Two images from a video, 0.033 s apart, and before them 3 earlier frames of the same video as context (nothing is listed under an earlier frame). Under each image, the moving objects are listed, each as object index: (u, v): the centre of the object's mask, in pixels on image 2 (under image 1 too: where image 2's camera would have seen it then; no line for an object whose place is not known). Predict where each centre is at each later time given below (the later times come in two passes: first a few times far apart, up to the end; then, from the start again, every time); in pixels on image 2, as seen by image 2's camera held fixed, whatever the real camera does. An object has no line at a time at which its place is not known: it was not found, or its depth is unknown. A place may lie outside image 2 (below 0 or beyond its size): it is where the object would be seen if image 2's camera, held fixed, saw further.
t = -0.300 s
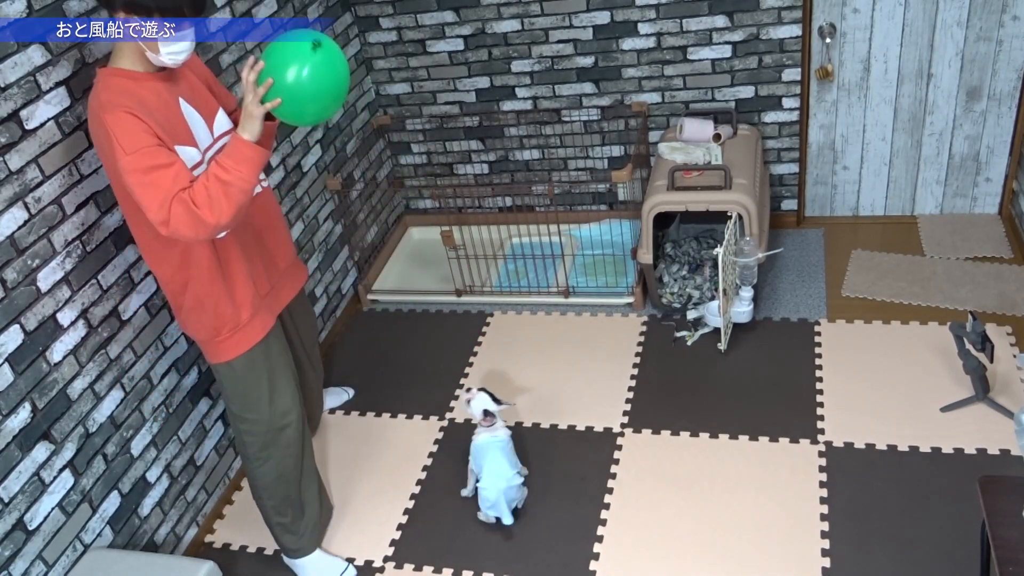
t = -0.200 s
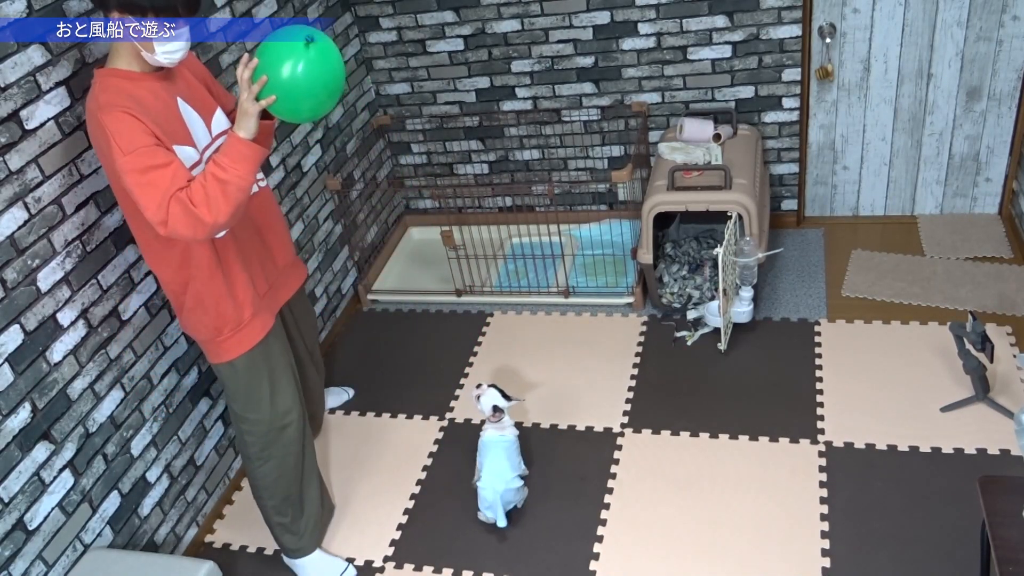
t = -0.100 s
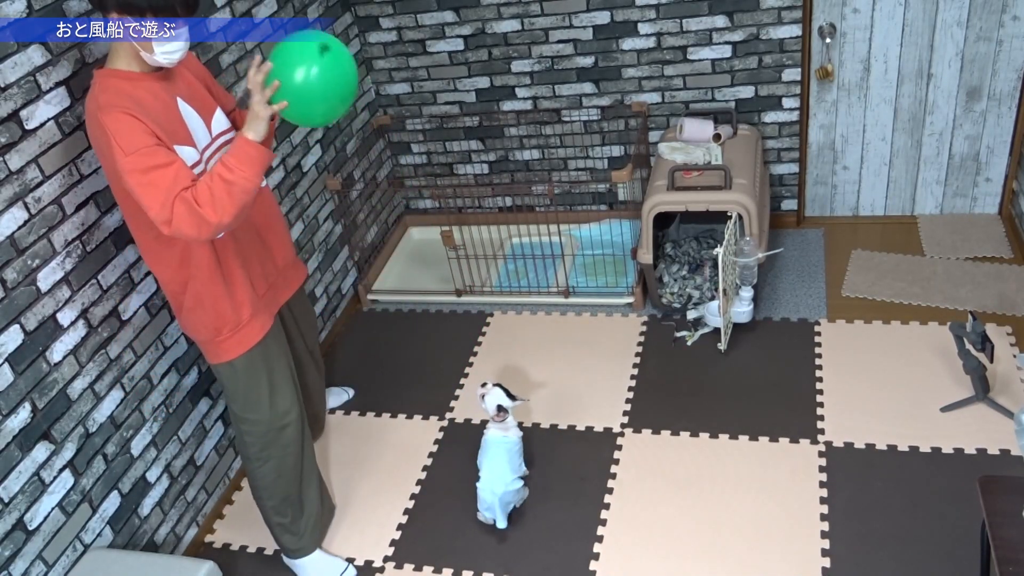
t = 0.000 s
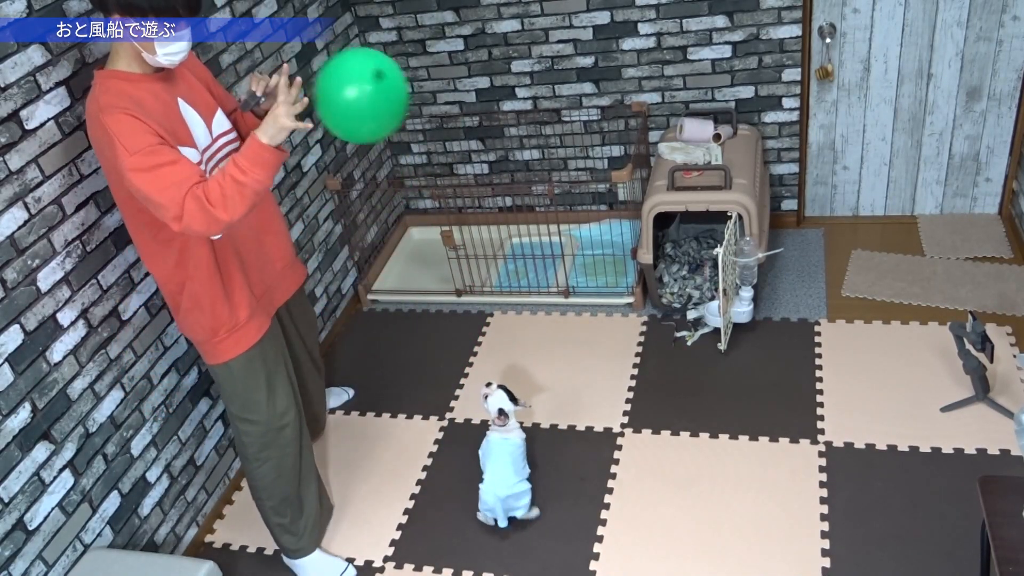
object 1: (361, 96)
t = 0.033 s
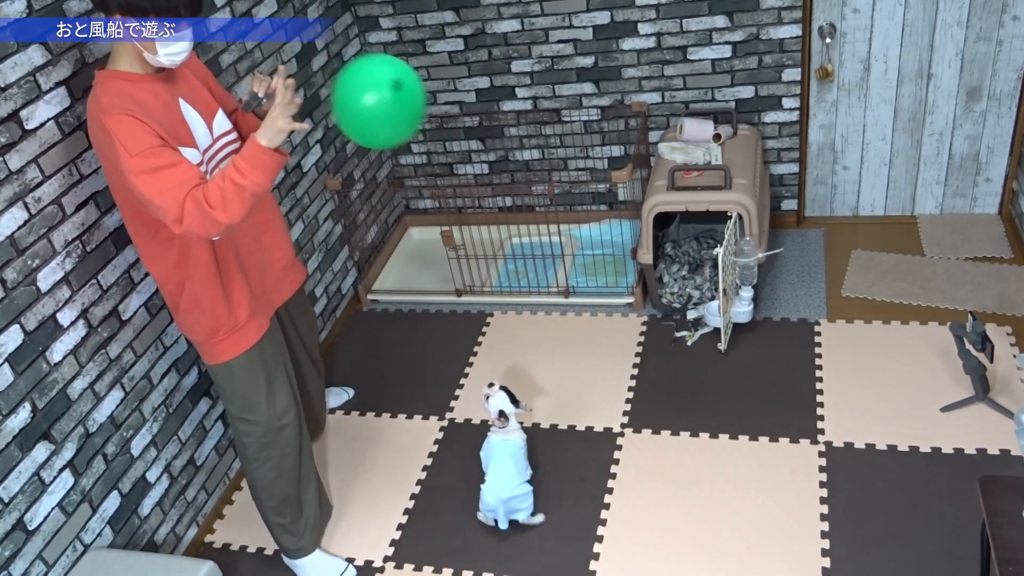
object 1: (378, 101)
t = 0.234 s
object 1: (476, 144)
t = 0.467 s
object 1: (569, 218)
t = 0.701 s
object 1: (631, 321)
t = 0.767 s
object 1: (642, 352)
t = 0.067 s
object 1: (396, 107)
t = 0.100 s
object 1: (412, 114)
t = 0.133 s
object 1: (429, 121)
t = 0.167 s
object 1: (445, 128)
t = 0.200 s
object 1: (461, 136)
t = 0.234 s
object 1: (476, 144)
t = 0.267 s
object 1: (490, 152)
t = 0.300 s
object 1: (505, 162)
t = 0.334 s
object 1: (519, 172)
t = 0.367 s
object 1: (532, 182)
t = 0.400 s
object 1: (544, 193)
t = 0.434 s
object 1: (557, 205)
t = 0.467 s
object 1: (569, 218)
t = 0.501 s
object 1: (579, 232)
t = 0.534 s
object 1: (590, 246)
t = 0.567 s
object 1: (600, 261)
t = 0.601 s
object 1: (609, 276)
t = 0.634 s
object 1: (617, 291)
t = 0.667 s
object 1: (625, 306)
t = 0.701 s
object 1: (631, 321)
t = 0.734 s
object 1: (637, 337)
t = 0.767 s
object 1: (642, 352)
